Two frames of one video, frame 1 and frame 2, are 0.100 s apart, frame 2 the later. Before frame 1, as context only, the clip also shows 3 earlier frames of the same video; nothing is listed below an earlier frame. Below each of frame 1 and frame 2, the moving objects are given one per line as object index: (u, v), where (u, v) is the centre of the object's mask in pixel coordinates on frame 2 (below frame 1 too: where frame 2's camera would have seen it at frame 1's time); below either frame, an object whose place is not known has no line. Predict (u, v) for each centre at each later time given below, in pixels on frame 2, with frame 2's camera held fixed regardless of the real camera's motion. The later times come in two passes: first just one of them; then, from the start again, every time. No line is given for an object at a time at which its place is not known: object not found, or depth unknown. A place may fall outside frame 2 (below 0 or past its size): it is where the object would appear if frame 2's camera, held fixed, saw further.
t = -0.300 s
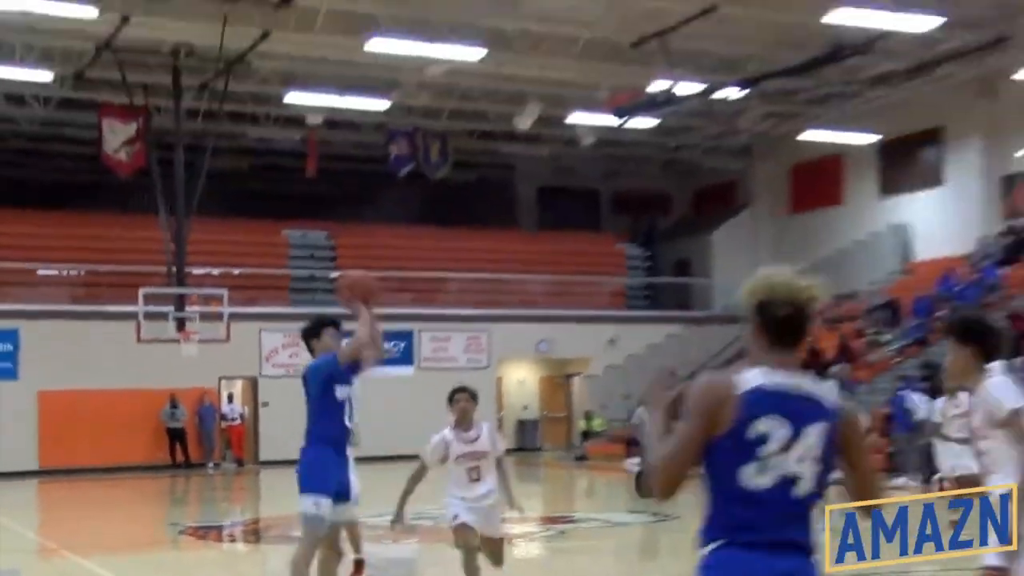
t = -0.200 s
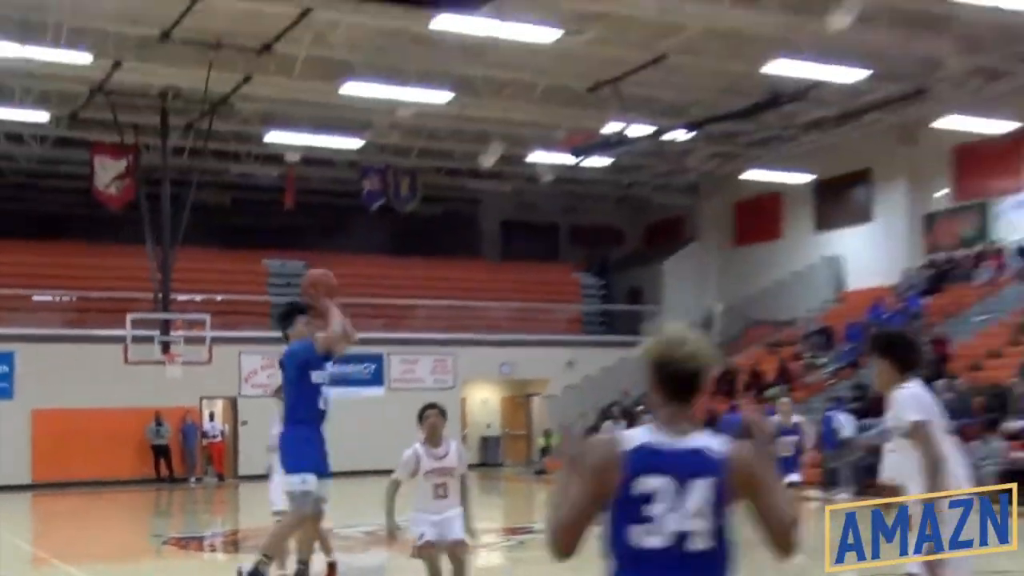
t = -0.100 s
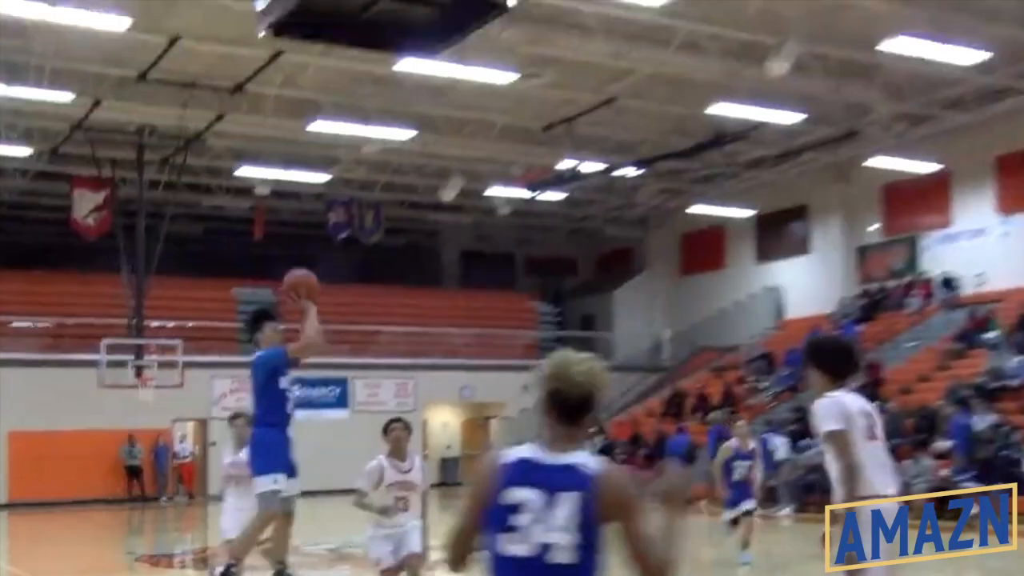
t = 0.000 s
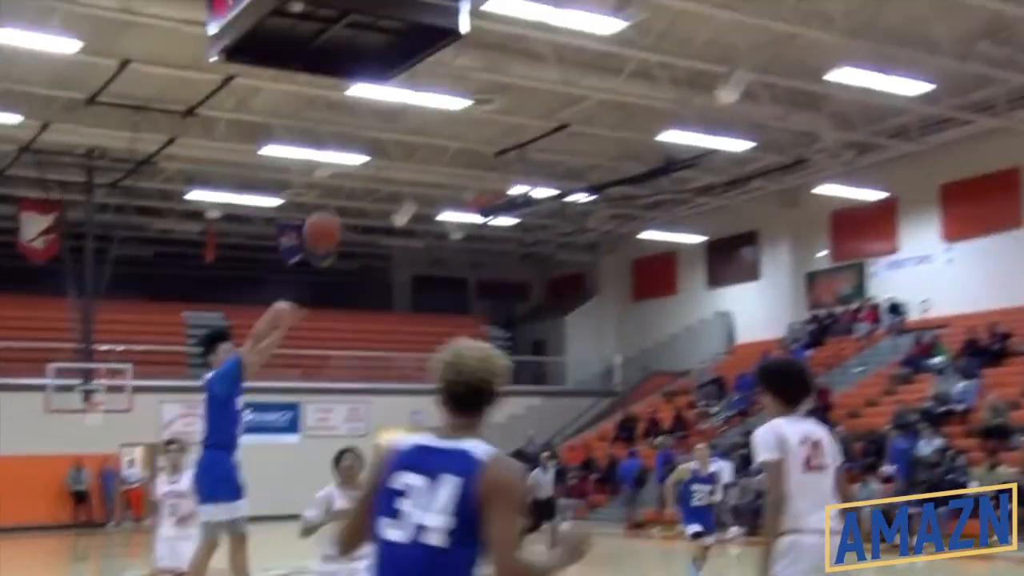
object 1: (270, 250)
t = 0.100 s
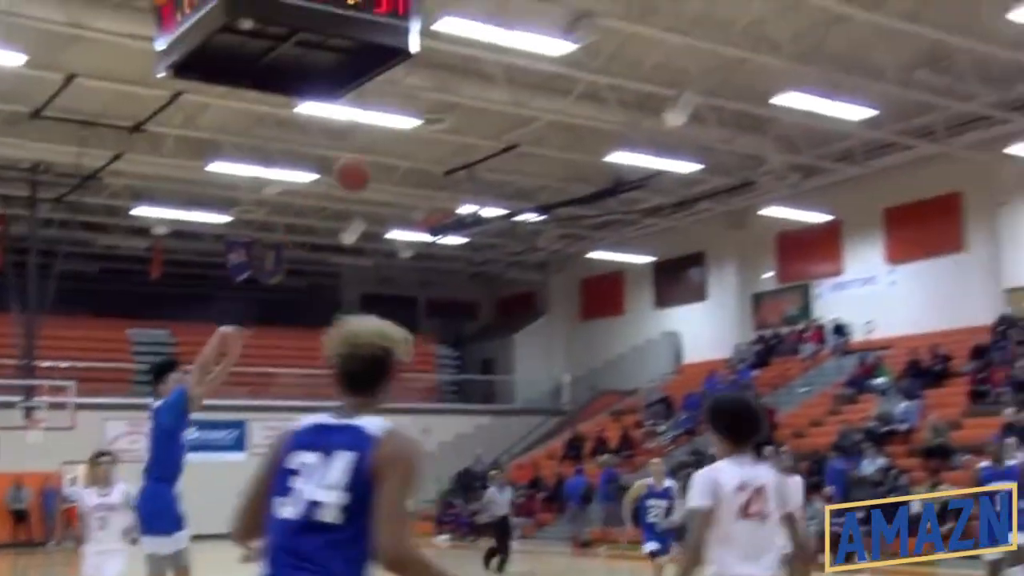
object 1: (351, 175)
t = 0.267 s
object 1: (493, 82)
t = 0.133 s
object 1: (380, 155)
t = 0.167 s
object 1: (408, 133)
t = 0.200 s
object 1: (437, 115)
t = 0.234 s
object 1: (465, 97)
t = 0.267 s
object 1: (493, 82)
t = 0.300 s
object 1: (521, 72)
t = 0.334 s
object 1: (551, 57)
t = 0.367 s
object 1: (581, 46)
